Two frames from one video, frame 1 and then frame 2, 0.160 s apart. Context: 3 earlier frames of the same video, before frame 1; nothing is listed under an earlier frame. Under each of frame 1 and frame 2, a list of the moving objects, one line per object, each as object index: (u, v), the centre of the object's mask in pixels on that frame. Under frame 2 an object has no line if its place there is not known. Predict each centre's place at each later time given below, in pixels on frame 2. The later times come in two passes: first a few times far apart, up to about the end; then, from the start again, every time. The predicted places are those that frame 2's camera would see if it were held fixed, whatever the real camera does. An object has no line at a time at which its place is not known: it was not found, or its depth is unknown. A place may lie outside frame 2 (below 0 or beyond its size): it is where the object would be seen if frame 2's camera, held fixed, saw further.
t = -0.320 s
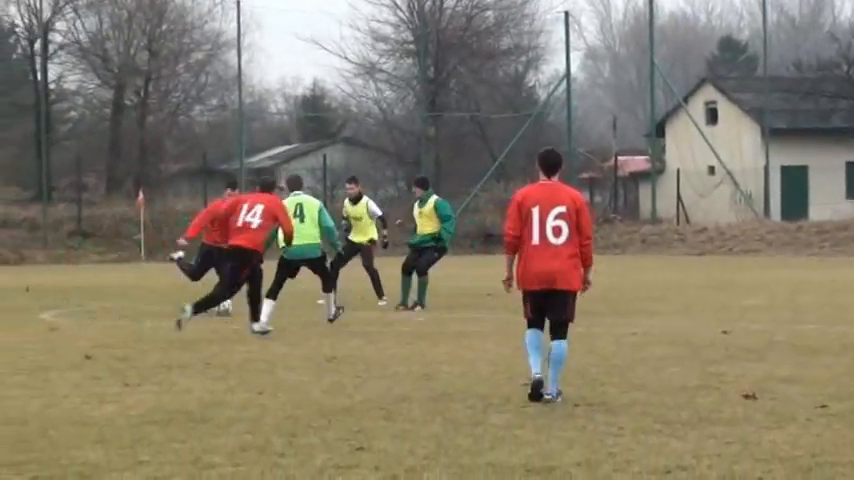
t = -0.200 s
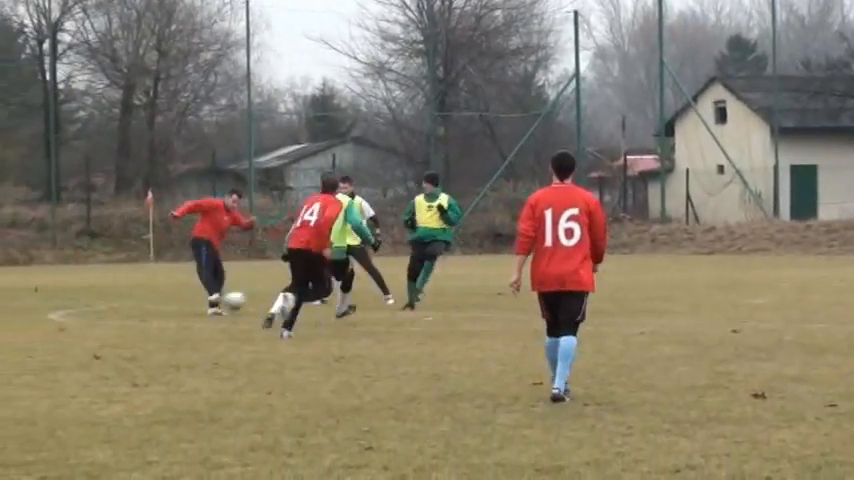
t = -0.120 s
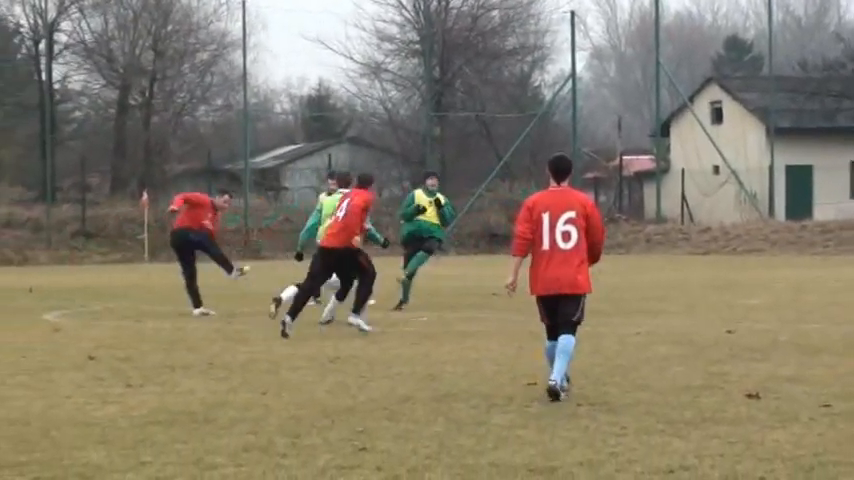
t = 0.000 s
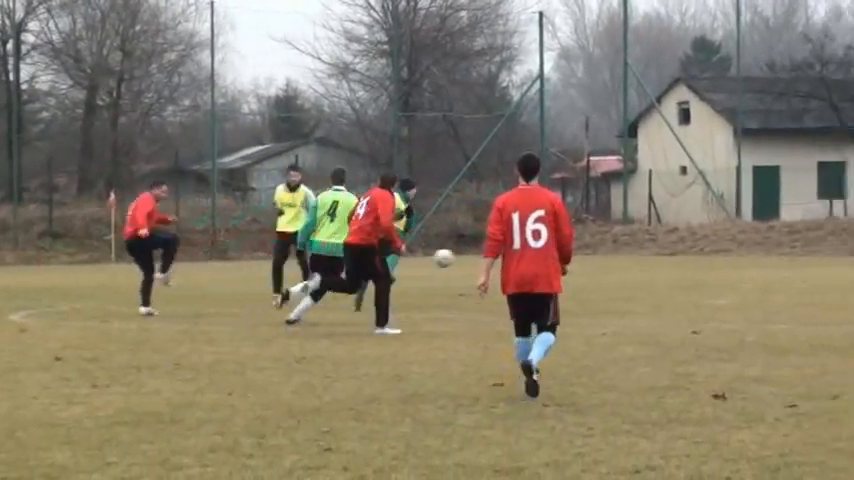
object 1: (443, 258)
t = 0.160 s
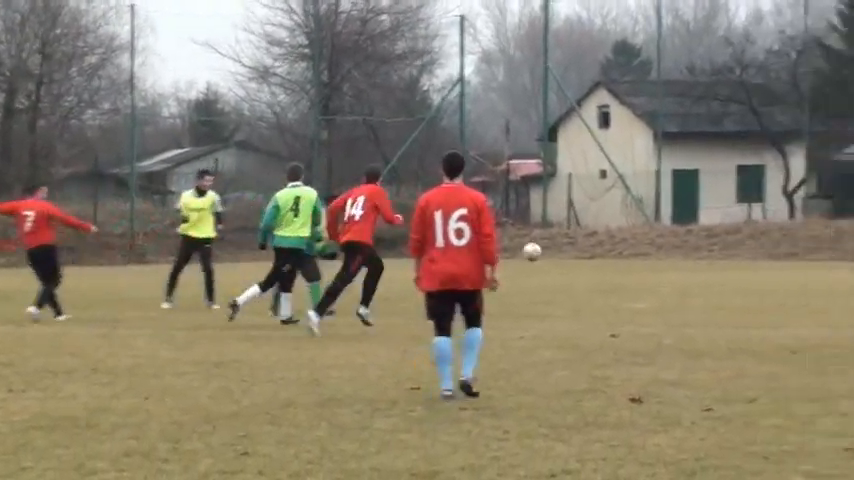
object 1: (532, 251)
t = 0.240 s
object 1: (606, 255)
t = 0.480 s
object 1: (809, 287)
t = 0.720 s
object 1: (956, 253)
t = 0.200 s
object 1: (570, 252)
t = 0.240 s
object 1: (606, 255)
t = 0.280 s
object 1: (642, 258)
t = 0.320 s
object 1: (677, 263)
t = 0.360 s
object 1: (712, 271)
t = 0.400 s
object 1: (746, 279)
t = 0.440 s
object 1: (781, 289)
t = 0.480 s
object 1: (809, 287)
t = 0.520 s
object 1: (835, 277)
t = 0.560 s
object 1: (860, 270)
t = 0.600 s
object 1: (884, 263)
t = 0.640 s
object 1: (908, 258)
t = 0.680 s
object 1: (931, 255)
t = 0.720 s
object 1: (956, 253)
